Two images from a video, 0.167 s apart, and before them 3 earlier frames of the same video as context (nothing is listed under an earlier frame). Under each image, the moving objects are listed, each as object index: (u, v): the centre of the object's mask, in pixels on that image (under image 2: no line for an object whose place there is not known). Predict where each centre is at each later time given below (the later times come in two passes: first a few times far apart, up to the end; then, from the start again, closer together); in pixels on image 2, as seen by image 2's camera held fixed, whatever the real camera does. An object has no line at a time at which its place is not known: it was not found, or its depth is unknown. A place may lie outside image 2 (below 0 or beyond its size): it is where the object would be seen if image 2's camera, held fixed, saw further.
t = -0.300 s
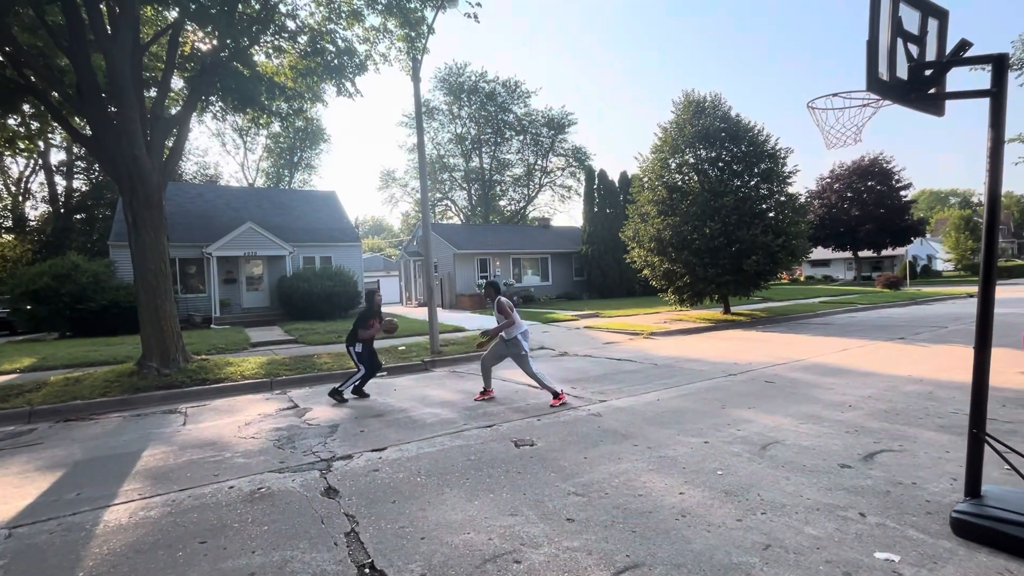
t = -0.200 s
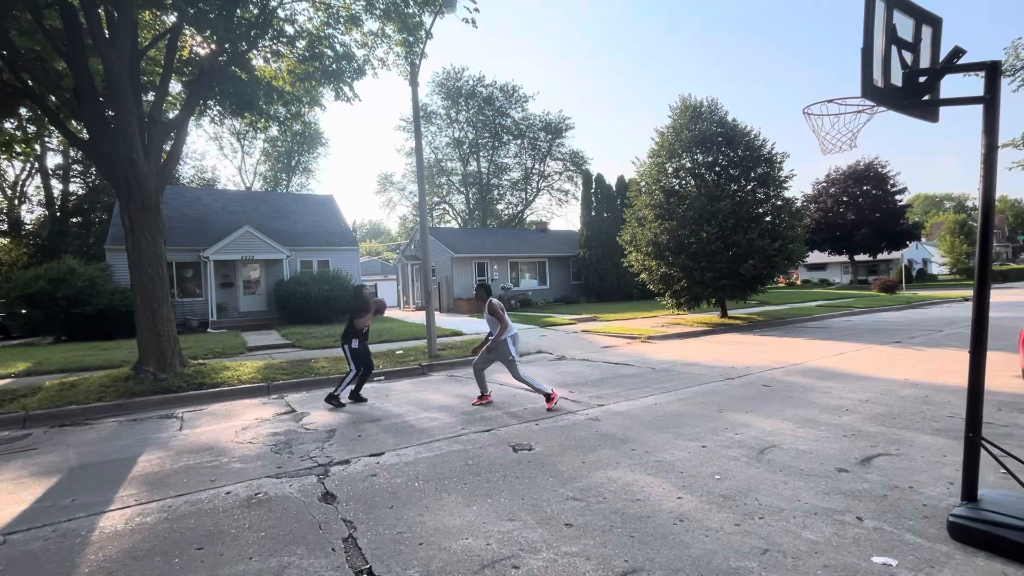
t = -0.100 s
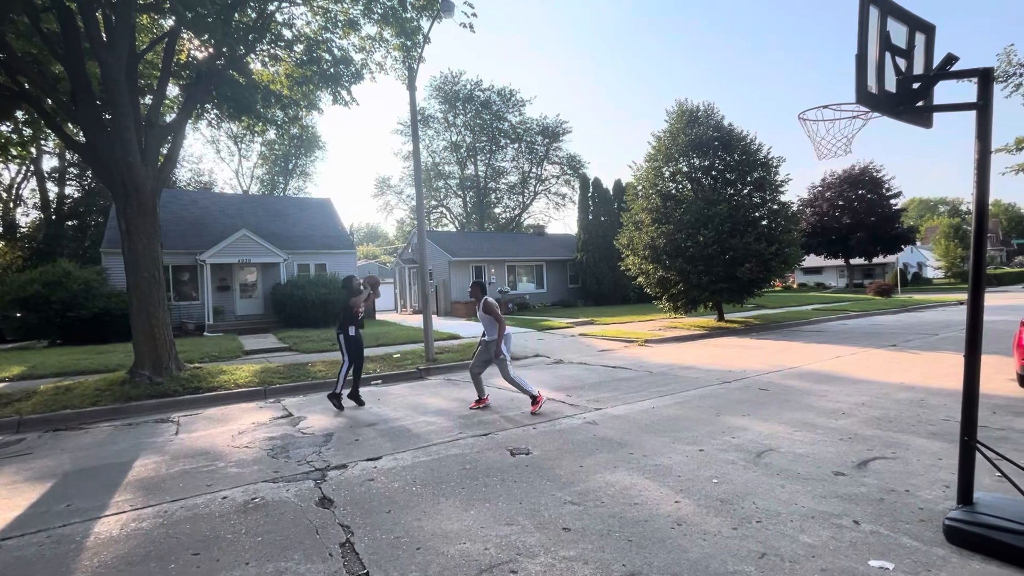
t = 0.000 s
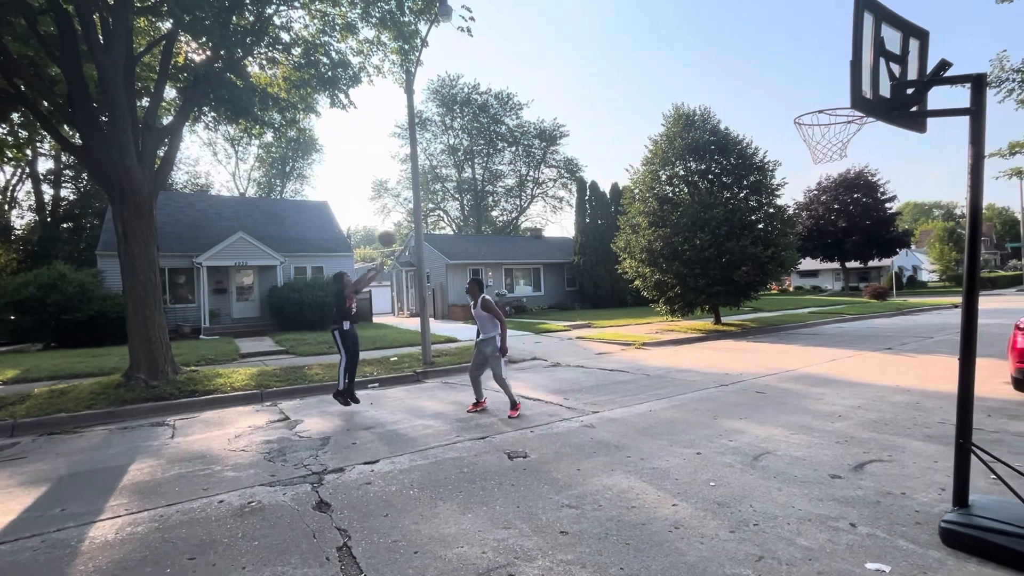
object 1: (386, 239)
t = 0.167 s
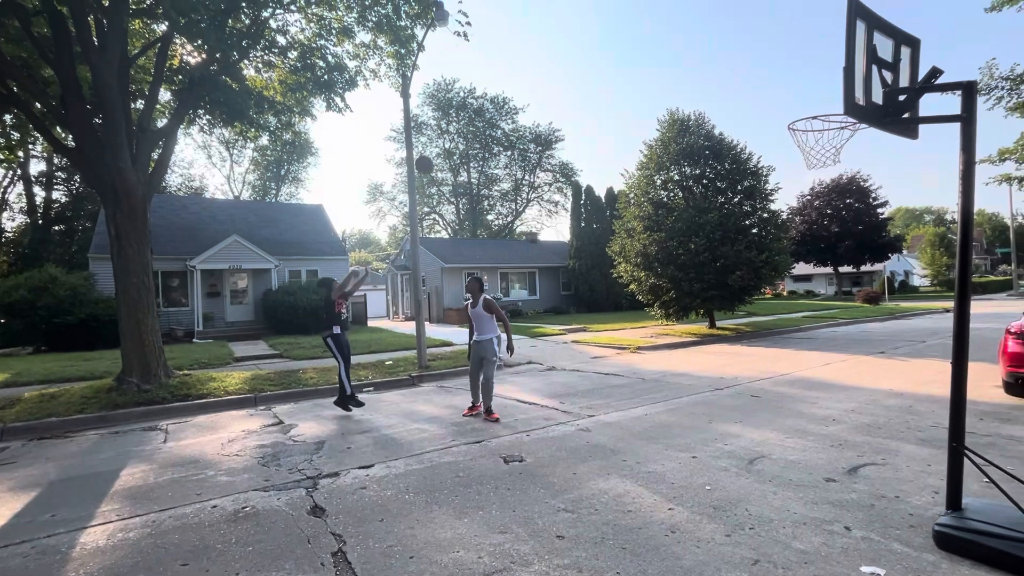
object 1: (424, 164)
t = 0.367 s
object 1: (483, 88)
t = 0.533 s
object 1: (542, 42)
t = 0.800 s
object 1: (656, 8)
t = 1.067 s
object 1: (810, 47)
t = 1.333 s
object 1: (852, 181)
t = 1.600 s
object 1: (823, 350)
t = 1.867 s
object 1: (788, 347)
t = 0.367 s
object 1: (483, 88)
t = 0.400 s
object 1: (494, 78)
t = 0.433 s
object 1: (505, 67)
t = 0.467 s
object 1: (517, 58)
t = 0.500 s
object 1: (529, 50)
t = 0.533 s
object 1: (542, 42)
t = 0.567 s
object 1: (555, 34)
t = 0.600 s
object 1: (568, 28)
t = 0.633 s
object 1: (581, 22)
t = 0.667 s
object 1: (595, 17)
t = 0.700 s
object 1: (609, 14)
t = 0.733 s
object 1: (624, 10)
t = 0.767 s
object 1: (640, 9)
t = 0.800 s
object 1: (656, 8)
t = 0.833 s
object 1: (673, 9)
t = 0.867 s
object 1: (691, 10)
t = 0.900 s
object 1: (709, 13)
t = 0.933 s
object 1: (728, 17)
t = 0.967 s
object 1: (748, 23)
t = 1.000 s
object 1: (768, 29)
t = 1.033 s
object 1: (788, 37)
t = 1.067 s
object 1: (810, 47)
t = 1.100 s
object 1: (828, 60)
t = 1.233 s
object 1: (862, 132)
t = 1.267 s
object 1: (859, 143)
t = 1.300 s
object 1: (855, 161)
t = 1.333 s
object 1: (852, 181)
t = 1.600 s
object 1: (823, 350)
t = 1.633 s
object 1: (821, 373)
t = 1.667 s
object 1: (819, 395)
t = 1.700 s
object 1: (818, 419)
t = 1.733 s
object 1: (814, 420)
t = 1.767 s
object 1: (805, 399)
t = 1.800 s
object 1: (799, 380)
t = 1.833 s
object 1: (794, 362)
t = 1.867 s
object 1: (788, 347)
